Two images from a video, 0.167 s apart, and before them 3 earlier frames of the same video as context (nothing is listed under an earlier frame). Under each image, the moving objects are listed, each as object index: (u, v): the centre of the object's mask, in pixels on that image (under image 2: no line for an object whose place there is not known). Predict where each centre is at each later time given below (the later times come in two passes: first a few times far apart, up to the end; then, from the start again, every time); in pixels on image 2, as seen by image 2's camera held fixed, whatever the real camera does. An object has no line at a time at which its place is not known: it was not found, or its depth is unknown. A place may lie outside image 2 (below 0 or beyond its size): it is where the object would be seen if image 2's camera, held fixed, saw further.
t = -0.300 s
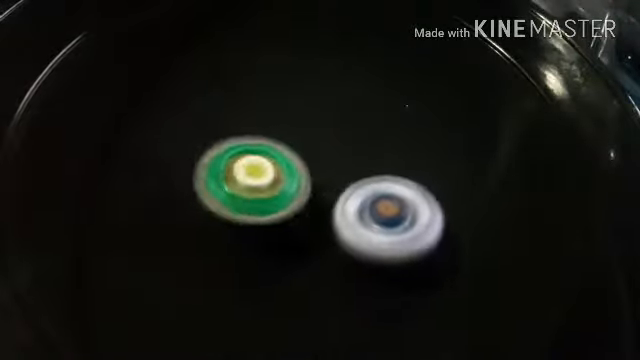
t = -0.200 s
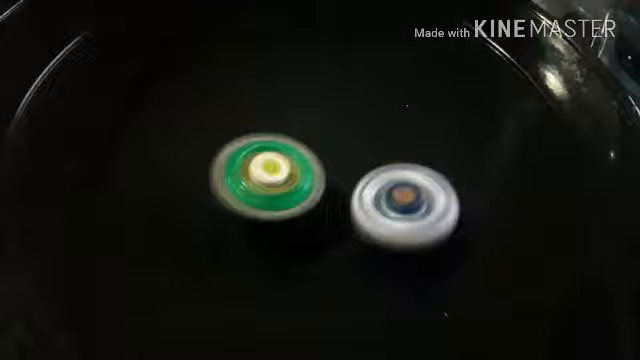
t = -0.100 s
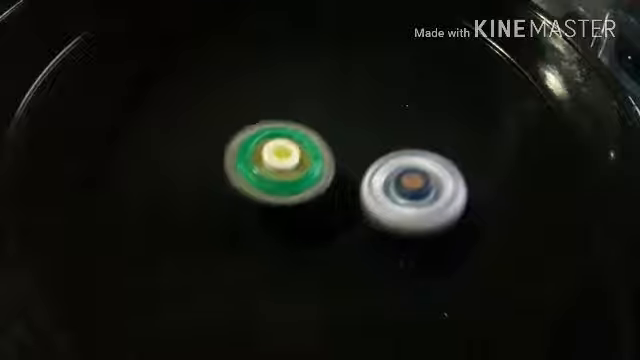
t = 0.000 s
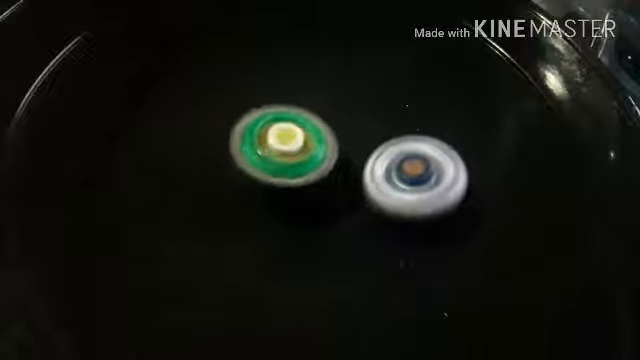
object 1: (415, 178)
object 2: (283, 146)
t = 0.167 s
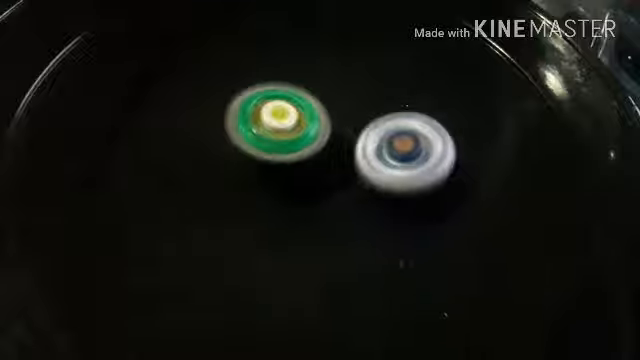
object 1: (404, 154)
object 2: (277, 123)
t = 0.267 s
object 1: (392, 138)
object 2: (271, 119)
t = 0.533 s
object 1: (356, 98)
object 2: (267, 152)
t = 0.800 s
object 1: (311, 81)
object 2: (306, 190)
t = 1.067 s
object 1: (261, 88)
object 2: (326, 156)
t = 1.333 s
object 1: (203, 106)
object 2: (345, 162)
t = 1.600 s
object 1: (180, 143)
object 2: (326, 162)
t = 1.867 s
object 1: (148, 199)
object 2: (335, 156)
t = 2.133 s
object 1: (178, 228)
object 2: (380, 117)
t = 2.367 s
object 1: (252, 234)
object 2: (333, 122)
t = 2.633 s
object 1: (341, 220)
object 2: (266, 137)
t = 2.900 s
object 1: (402, 174)
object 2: (226, 157)
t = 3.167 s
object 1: (413, 129)
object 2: (283, 166)
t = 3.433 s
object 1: (387, 92)
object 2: (317, 151)
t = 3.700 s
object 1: (333, 81)
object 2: (301, 164)
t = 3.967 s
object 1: (262, 92)
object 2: (290, 173)
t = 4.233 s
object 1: (189, 105)
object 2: (338, 203)
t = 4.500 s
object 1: (163, 151)
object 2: (346, 196)
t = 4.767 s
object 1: (196, 210)
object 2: (301, 160)
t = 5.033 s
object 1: (276, 248)
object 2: (261, 128)
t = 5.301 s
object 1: (359, 241)
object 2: (261, 121)
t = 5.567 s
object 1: (403, 197)
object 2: (291, 140)
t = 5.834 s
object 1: (406, 137)
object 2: (278, 179)
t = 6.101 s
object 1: (351, 92)
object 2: (210, 187)
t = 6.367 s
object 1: (281, 76)
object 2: (220, 163)
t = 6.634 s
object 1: (211, 93)
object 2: (293, 144)
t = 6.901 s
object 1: (173, 145)
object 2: (359, 151)
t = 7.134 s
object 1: (185, 204)
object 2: (368, 169)
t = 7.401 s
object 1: (253, 251)
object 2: (317, 172)
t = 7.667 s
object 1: (340, 246)
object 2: (261, 141)
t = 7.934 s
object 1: (394, 200)
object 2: (260, 117)
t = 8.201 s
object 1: (396, 140)
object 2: (290, 127)
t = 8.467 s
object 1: (357, 94)
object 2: (304, 163)
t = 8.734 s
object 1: (294, 79)
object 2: (282, 187)
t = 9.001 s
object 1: (228, 96)
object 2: (267, 171)
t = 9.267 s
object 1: (159, 140)
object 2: (349, 169)
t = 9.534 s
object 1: (210, 214)
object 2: (330, 193)
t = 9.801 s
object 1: (298, 267)
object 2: (314, 161)
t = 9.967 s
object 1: (353, 256)
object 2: (336, 144)
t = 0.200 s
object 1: (401, 149)
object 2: (275, 120)
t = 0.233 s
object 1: (396, 144)
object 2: (273, 119)
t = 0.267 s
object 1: (392, 138)
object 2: (271, 119)
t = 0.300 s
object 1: (388, 133)
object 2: (269, 119)
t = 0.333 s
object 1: (382, 127)
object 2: (268, 121)
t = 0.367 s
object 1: (377, 123)
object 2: (269, 124)
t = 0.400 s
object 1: (372, 117)
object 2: (271, 128)
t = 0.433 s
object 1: (368, 113)
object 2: (273, 131)
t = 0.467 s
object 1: (365, 108)
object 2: (271, 137)
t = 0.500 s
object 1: (361, 102)
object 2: (269, 144)
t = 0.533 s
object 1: (356, 98)
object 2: (267, 152)
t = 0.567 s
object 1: (351, 94)
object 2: (267, 160)
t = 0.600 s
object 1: (345, 91)
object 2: (269, 167)
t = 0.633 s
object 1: (340, 88)
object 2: (272, 173)
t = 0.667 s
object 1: (334, 86)
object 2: (277, 179)
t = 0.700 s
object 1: (328, 84)
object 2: (284, 185)
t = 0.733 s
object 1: (323, 83)
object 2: (292, 188)
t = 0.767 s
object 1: (317, 81)
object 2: (299, 190)
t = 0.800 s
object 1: (311, 81)
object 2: (306, 190)
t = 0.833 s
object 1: (305, 80)
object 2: (313, 190)
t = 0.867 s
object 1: (298, 80)
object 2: (320, 187)
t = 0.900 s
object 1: (292, 80)
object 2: (325, 183)
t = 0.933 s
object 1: (286, 81)
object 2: (329, 178)
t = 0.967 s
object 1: (280, 83)
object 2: (330, 173)
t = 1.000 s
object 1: (274, 84)
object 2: (330, 168)
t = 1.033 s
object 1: (267, 86)
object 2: (329, 162)
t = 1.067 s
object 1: (261, 88)
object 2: (326, 156)
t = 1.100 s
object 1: (254, 90)
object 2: (321, 151)
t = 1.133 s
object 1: (246, 91)
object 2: (320, 151)
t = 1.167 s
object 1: (236, 92)
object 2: (323, 155)
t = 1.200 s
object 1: (228, 94)
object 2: (328, 157)
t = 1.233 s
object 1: (221, 97)
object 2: (334, 159)
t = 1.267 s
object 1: (214, 100)
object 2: (338, 161)
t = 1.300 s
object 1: (208, 103)
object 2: (342, 162)
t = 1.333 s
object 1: (203, 106)
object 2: (345, 162)
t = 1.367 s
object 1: (197, 110)
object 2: (347, 162)
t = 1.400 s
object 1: (193, 114)
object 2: (348, 162)
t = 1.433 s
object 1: (189, 118)
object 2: (347, 161)
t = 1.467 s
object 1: (186, 123)
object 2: (345, 161)
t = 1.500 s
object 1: (184, 128)
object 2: (341, 161)
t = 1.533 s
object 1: (182, 132)
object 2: (337, 160)
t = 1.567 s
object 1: (181, 138)
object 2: (331, 160)
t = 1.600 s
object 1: (180, 143)
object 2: (326, 162)
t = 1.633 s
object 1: (180, 149)
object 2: (319, 163)
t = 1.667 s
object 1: (181, 155)
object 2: (313, 164)
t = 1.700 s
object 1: (182, 161)
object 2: (306, 166)
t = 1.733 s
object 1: (184, 167)
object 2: (300, 168)
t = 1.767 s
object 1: (184, 174)
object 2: (298, 170)
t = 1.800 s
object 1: (170, 182)
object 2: (311, 167)
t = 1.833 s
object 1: (156, 191)
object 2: (325, 161)
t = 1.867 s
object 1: (148, 199)
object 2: (335, 156)
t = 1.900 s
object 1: (148, 204)
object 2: (346, 151)
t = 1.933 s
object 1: (149, 209)
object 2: (355, 146)
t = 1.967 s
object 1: (151, 213)
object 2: (362, 142)
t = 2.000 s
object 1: (154, 217)
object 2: (370, 137)
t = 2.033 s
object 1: (158, 220)
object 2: (375, 131)
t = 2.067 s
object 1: (164, 223)
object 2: (378, 125)
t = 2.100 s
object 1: (170, 226)
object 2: (380, 121)
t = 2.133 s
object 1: (178, 228)
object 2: (380, 117)
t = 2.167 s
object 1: (187, 230)
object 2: (376, 113)
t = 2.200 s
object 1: (196, 232)
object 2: (371, 111)
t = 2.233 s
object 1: (206, 233)
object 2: (365, 110)
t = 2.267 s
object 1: (217, 234)
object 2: (357, 111)
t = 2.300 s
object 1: (228, 234)
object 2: (349, 113)
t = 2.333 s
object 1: (240, 235)
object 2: (341, 117)
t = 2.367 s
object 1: (252, 234)
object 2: (333, 122)
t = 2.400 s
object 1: (264, 234)
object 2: (325, 127)
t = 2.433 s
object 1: (277, 233)
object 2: (318, 133)
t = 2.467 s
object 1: (289, 232)
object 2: (311, 141)
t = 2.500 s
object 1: (300, 232)
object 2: (303, 142)
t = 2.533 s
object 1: (310, 232)
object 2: (294, 140)
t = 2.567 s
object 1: (320, 230)
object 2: (285, 139)
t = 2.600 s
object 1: (331, 226)
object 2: (276, 138)
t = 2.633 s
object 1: (341, 220)
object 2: (266, 137)
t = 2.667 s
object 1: (351, 215)
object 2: (258, 137)
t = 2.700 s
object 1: (360, 211)
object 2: (249, 138)
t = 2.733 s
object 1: (369, 205)
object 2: (241, 139)
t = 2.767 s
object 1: (377, 200)
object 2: (234, 140)
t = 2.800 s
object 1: (385, 193)
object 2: (229, 145)
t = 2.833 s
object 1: (391, 187)
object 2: (226, 149)
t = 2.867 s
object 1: (397, 180)
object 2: (225, 152)
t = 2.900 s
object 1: (402, 174)
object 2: (226, 157)
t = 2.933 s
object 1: (406, 168)
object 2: (230, 160)
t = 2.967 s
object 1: (409, 163)
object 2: (234, 163)
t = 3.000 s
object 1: (411, 157)
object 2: (241, 166)
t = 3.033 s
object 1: (413, 151)
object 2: (249, 168)
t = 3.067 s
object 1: (415, 145)
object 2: (257, 169)
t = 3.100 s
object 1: (415, 139)
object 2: (266, 169)
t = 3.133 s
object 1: (414, 134)
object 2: (275, 168)
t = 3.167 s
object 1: (413, 129)
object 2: (283, 166)
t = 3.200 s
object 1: (411, 124)
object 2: (292, 164)
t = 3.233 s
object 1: (409, 119)
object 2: (300, 160)
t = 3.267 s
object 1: (406, 115)
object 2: (306, 157)
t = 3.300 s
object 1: (402, 111)
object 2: (313, 154)
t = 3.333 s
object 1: (399, 107)
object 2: (318, 150)
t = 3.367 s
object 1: (396, 101)
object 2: (319, 149)
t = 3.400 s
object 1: (392, 95)
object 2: (319, 151)
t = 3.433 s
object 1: (387, 92)
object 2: (317, 151)
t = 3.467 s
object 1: (382, 89)
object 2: (315, 153)
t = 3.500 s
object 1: (376, 87)
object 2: (314, 154)
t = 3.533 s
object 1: (370, 84)
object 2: (311, 155)
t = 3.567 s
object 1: (363, 83)
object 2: (309, 157)
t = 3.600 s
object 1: (356, 82)
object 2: (308, 158)
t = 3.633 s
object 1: (349, 81)
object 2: (305, 161)
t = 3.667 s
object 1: (341, 81)
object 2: (304, 163)
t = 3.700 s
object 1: (333, 81)
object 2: (301, 164)
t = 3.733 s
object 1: (325, 81)
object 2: (300, 166)
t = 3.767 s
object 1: (317, 82)
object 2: (299, 167)
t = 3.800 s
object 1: (308, 83)
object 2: (296, 168)
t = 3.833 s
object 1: (299, 84)
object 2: (295, 171)
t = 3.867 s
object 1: (290, 86)
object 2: (294, 170)
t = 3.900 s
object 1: (281, 88)
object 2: (293, 173)
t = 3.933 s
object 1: (272, 90)
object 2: (293, 173)
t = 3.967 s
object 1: (262, 92)
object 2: (290, 173)
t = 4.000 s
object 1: (253, 96)
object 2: (291, 173)
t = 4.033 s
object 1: (244, 99)
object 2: (290, 173)
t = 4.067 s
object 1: (231, 97)
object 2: (301, 180)
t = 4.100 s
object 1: (220, 94)
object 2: (312, 185)
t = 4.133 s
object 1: (211, 94)
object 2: (318, 190)
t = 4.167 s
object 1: (203, 97)
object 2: (326, 196)
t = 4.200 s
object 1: (196, 101)
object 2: (332, 199)
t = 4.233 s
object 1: (189, 105)
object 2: (338, 203)
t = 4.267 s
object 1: (183, 109)
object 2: (343, 204)
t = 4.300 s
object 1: (178, 114)
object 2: (347, 206)
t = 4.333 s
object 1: (174, 119)
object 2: (352, 206)
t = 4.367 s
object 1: (170, 125)
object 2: (352, 206)
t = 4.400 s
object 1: (167, 131)
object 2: (354, 204)
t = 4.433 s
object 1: (165, 137)
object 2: (351, 203)
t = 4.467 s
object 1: (163, 144)
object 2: (350, 200)
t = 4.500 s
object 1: (163, 151)
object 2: (346, 196)
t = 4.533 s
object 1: (164, 158)
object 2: (343, 194)
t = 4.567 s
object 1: (166, 165)
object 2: (338, 188)
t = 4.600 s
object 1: (168, 173)
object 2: (333, 185)
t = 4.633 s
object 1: (172, 180)
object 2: (327, 179)
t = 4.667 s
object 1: (177, 187)
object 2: (321, 176)
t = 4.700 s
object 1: (182, 196)
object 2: (314, 170)
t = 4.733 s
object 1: (189, 203)
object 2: (308, 167)
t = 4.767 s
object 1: (196, 210)
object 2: (301, 160)
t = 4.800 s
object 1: (204, 217)
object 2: (295, 157)
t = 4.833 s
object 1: (213, 223)
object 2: (289, 151)
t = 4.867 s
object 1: (222, 229)
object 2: (283, 147)
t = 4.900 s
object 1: (233, 234)
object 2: (278, 142)
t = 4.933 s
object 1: (243, 239)
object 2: (272, 139)
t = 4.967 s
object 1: (254, 242)
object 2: (268, 134)
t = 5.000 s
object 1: (265, 245)
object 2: (263, 131)
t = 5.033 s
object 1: (276, 248)
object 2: (261, 128)
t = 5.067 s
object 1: (287, 249)
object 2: (257, 124)
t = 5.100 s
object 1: (299, 250)
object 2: (257, 123)
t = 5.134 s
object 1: (309, 251)
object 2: (254, 120)
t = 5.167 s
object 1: (320, 250)
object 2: (256, 121)
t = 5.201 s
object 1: (331, 249)
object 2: (254, 119)
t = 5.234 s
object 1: (341, 247)
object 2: (257, 120)
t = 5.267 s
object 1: (350, 244)
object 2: (257, 119)
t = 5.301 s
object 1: (359, 241)
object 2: (261, 121)
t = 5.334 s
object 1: (367, 237)
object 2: (262, 120)
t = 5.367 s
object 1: (375, 233)
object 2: (267, 123)
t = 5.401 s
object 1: (382, 227)
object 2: (269, 124)
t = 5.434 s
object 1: (387, 222)
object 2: (274, 128)
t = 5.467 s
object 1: (392, 216)
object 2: (277, 129)
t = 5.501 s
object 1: (397, 210)
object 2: (282, 133)
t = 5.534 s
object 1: (400, 204)
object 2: (285, 135)
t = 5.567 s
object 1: (403, 197)
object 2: (291, 140)
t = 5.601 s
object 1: (404, 190)
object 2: (293, 143)
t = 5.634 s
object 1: (405, 183)
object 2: (299, 147)
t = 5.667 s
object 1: (406, 177)
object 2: (301, 151)
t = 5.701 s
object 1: (407, 171)
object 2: (305, 154)
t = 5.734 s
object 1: (407, 164)
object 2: (306, 157)
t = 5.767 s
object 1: (406, 157)
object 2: (302, 159)
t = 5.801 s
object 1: (407, 147)
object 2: (289, 170)
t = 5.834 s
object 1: (406, 137)
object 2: (278, 179)
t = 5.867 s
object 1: (401, 129)
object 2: (267, 183)
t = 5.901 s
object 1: (394, 122)
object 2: (257, 186)
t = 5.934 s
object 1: (388, 116)
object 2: (248, 189)
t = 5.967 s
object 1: (381, 110)
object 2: (238, 190)
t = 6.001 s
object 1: (374, 105)
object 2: (229, 191)
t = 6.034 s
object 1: (367, 100)
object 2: (223, 190)
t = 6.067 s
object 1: (359, 96)
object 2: (216, 191)
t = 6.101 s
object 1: (351, 92)
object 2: (210, 187)
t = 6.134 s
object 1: (343, 89)
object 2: (207, 187)
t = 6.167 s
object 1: (335, 85)
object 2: (203, 183)
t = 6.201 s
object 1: (326, 82)
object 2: (205, 180)
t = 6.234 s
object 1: (317, 80)
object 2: (204, 177)
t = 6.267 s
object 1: (308, 78)
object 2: (208, 173)
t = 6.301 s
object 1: (300, 77)
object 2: (209, 170)
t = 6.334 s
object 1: (291, 77)
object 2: (214, 165)
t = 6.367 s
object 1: (281, 76)
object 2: (220, 163)
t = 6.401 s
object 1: (272, 76)
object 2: (225, 158)
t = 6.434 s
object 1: (264, 76)
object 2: (234, 157)
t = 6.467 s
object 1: (255, 75)
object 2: (241, 153)
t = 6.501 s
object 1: (245, 76)
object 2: (253, 150)
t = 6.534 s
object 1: (234, 77)
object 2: (261, 148)
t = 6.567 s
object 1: (225, 82)
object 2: (273, 146)
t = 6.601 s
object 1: (216, 87)
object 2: (283, 145)
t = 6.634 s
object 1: (211, 93)
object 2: (293, 144)
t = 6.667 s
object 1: (205, 99)
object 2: (303, 143)
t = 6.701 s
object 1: (198, 104)
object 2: (312, 142)
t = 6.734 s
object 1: (193, 110)
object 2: (323, 144)
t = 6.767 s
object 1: (187, 116)
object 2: (332, 144)
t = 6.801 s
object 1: (183, 123)
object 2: (341, 145)
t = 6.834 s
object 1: (179, 130)
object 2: (348, 147)
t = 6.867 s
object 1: (176, 137)
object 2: (355, 148)
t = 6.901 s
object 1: (173, 145)
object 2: (359, 151)
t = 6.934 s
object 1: (172, 152)
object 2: (364, 152)
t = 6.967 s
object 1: (172, 161)
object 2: (368, 156)
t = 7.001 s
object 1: (173, 170)
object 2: (369, 157)
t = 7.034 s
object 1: (175, 179)
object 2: (373, 162)
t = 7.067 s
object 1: (177, 187)
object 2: (370, 164)
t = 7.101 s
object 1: (181, 196)
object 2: (371, 166)
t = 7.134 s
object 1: (185, 204)
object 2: (368, 169)
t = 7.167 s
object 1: (191, 212)
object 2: (364, 170)
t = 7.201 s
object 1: (197, 219)
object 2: (360, 173)
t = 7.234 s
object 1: (205, 226)
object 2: (352, 173)
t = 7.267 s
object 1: (213, 232)
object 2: (348, 175)
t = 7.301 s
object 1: (222, 238)
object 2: (341, 176)
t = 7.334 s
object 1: (232, 243)
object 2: (333, 175)
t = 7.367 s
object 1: (242, 247)
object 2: (326, 175)
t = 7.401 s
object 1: (253, 251)
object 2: (317, 172)
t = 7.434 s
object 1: (264, 253)
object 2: (309, 170)
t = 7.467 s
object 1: (276, 255)
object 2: (300, 167)
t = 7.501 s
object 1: (287, 256)
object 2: (292, 162)
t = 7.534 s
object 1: (298, 255)
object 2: (285, 160)
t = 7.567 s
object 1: (309, 254)
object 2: (277, 154)
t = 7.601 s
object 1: (320, 252)
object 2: (271, 150)
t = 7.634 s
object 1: (330, 250)
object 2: (265, 146)
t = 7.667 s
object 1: (340, 246)
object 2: (261, 141)
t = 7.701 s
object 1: (350, 242)
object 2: (257, 138)
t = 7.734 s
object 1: (358, 238)
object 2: (255, 133)
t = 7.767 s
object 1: (367, 232)
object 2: (254, 130)
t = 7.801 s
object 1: (374, 226)
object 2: (252, 126)
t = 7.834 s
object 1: (380, 220)
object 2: (254, 122)
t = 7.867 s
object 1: (385, 214)
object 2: (254, 121)
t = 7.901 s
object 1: (390, 206)
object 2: (255, 118)
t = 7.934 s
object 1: (394, 200)
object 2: (260, 117)
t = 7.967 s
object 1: (397, 192)
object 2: (261, 116)
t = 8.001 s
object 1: (400, 184)
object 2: (265, 114)
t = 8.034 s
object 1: (401, 177)
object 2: (270, 116)
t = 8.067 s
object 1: (401, 170)
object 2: (272, 116)
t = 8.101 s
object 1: (401, 162)
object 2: (277, 118)
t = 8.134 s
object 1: (400, 155)
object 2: (281, 121)
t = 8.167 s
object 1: (398, 147)
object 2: (285, 122)
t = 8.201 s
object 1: (396, 140)
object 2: (290, 127)
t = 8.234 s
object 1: (393, 133)
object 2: (293, 130)
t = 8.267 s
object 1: (391, 125)
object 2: (298, 134)
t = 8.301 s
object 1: (388, 119)
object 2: (299, 139)
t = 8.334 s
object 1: (384, 113)
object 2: (301, 143)
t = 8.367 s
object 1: (378, 107)
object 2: (303, 149)
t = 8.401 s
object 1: (371, 102)
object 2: (303, 154)
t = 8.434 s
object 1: (363, 98)
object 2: (304, 158)
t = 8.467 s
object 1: (357, 94)
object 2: (304, 163)
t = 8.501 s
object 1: (349, 91)
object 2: (302, 167)
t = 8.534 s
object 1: (342, 88)
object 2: (301, 171)
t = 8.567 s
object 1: (334, 85)
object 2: (298, 176)
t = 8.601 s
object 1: (326, 83)
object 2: (295, 178)
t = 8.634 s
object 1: (319, 81)
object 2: (293, 182)
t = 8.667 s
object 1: (311, 80)
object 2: (289, 183)
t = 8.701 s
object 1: (302, 79)
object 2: (286, 184)
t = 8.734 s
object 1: (294, 79)
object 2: (282, 187)
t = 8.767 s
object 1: (285, 79)
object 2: (276, 185)
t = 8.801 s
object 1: (277, 80)
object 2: (275, 183)
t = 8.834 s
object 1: (269, 81)
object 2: (273, 184)
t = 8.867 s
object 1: (260, 84)
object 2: (270, 182)
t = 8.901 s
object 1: (252, 86)
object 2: (269, 180)
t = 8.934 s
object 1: (244, 89)
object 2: (266, 178)
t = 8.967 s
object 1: (236, 93)
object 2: (265, 174)
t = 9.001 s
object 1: (228, 96)
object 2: (267, 171)
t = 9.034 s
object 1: (219, 99)
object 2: (267, 169)
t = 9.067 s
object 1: (212, 103)
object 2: (267, 165)
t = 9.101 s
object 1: (203, 109)
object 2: (276, 160)
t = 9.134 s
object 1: (192, 114)
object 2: (299, 163)
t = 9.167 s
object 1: (178, 119)
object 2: (317, 158)
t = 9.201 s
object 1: (167, 126)
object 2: (334, 159)
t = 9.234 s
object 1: (161, 133)
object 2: (345, 164)
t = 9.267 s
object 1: (159, 140)
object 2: (349, 169)
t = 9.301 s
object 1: (162, 148)
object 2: (350, 172)
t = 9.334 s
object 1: (165, 158)
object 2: (351, 173)
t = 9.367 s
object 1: (170, 168)
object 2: (355, 173)
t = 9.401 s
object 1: (176, 179)
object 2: (357, 178)
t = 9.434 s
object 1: (183, 189)
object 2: (354, 184)
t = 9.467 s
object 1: (191, 198)
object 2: (348, 190)
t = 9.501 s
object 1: (200, 206)
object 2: (340, 192)
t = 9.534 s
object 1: (210, 214)
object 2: (330, 193)
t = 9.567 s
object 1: (222, 222)
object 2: (325, 191)
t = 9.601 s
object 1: (235, 229)
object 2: (320, 191)
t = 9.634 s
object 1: (244, 240)
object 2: (317, 185)
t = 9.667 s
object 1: (251, 251)
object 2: (316, 177)
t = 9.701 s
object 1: (261, 258)
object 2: (312, 172)
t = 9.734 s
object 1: (274, 263)
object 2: (312, 168)
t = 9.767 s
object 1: (286, 265)
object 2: (313, 164)
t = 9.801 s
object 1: (298, 267)
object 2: (314, 161)
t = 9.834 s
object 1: (310, 267)
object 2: (315, 157)
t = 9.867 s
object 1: (321, 266)
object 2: (318, 153)
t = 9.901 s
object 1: (333, 264)
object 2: (322, 149)
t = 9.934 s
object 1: (343, 261)
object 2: (328, 145)
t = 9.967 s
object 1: (353, 256)
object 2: (336, 144)
